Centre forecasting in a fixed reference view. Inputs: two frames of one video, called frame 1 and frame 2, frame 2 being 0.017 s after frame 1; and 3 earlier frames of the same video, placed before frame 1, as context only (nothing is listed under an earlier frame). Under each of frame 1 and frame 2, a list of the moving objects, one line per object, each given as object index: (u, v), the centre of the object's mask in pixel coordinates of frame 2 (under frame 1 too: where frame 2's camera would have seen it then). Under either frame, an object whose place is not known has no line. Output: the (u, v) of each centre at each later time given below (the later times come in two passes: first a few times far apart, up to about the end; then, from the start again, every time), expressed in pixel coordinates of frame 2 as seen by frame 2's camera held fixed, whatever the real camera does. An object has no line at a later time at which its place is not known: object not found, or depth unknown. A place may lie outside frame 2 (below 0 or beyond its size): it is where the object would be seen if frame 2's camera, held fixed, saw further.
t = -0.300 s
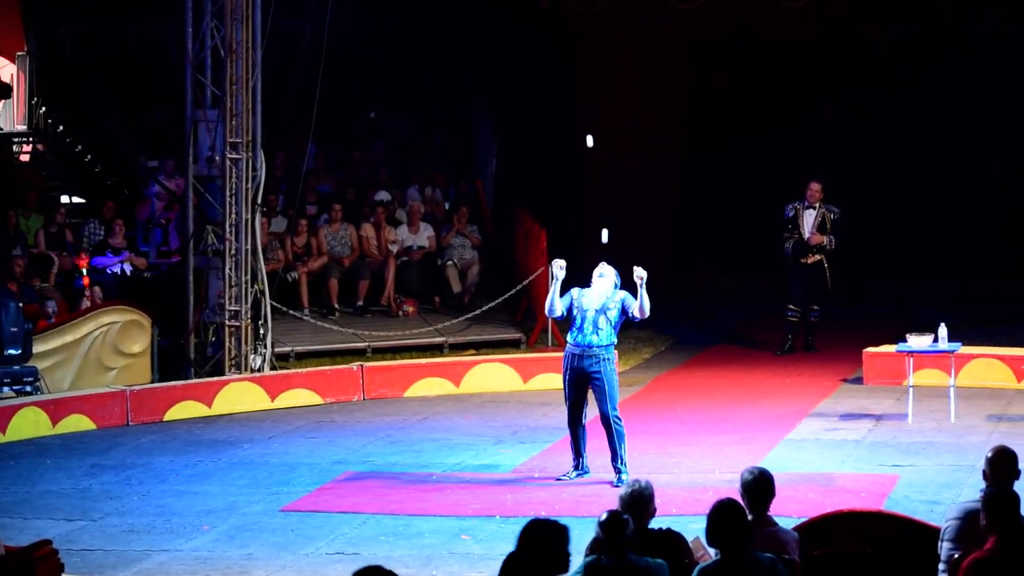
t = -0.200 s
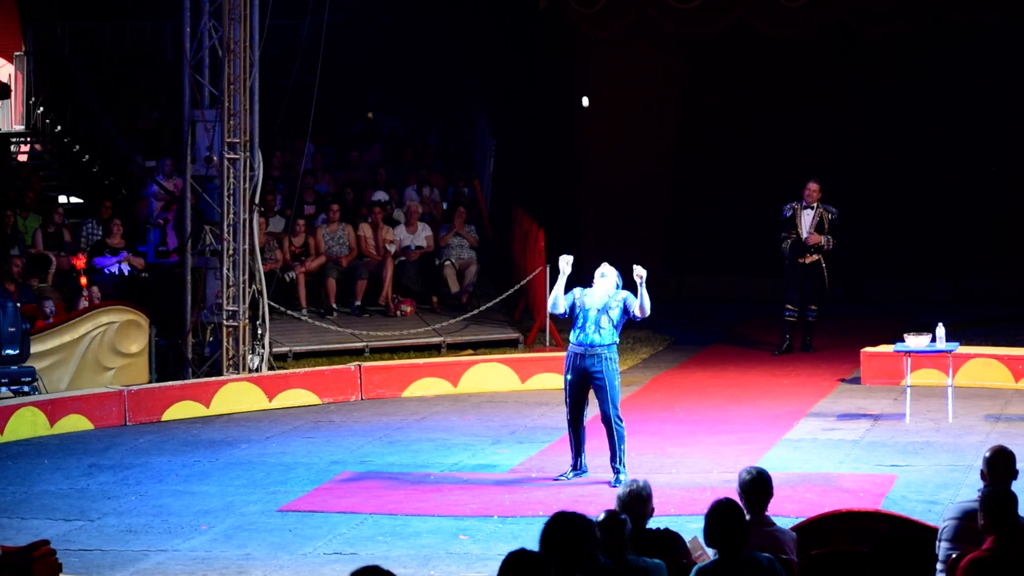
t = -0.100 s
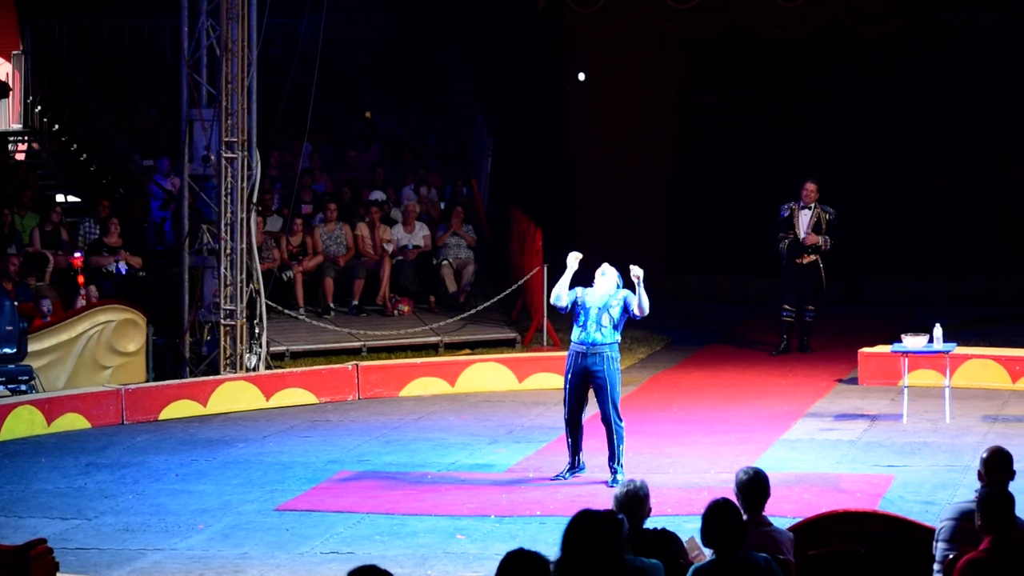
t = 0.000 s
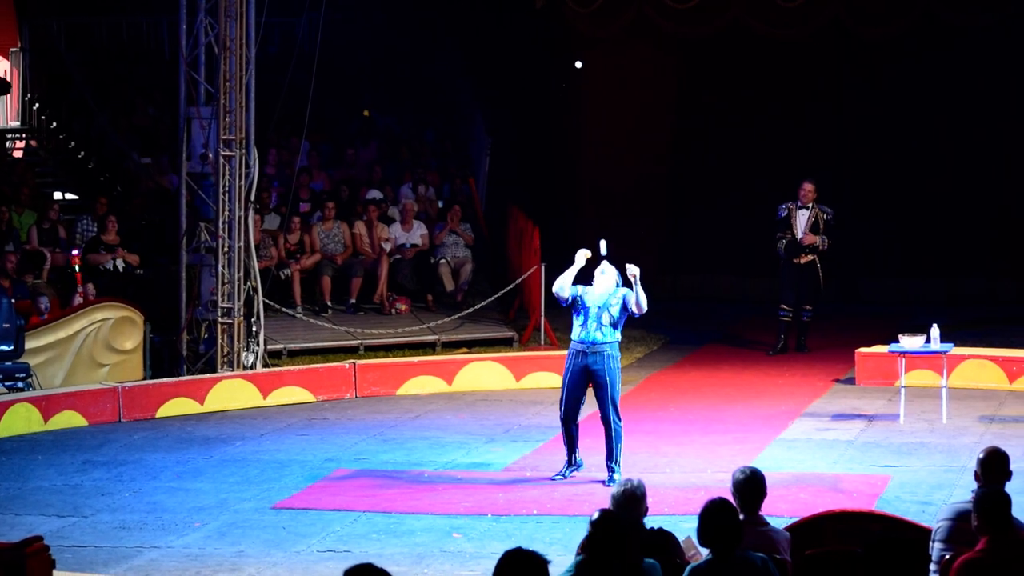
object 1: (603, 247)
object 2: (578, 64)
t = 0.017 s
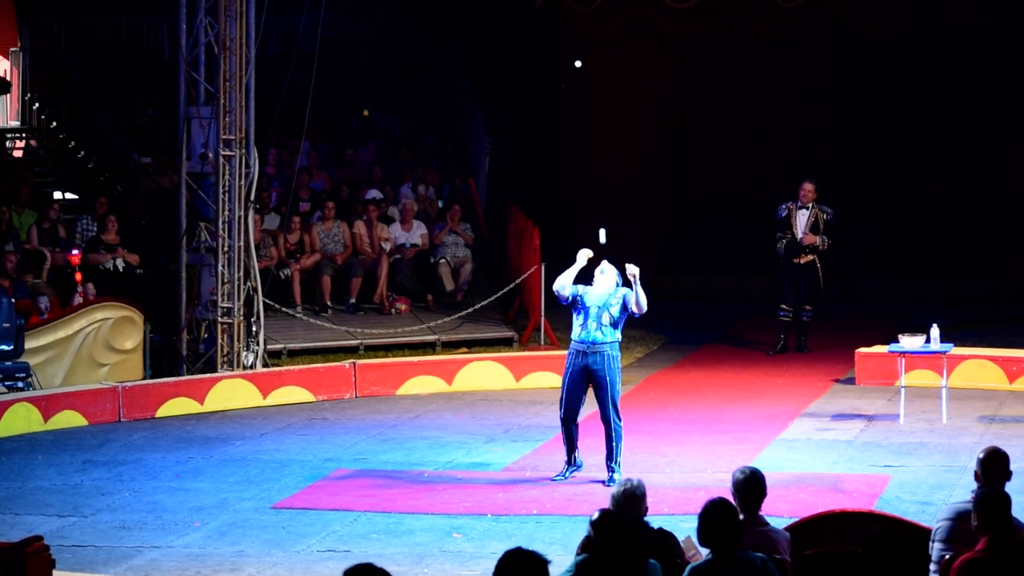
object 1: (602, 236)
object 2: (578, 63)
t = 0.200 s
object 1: (596, 141)
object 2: (576, 82)
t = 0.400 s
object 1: (591, 95)
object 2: (573, 151)
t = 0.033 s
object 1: (602, 225)
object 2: (578, 63)
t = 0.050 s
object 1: (601, 215)
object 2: (577, 63)
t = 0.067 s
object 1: (600, 205)
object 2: (577, 64)
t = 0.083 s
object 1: (600, 195)
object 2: (577, 65)
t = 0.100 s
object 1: (599, 186)
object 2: (577, 66)
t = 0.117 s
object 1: (599, 178)
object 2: (577, 68)
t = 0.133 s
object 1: (598, 170)
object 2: (577, 70)
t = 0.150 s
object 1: (598, 162)
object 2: (576, 72)
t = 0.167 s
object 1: (597, 155)
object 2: (576, 75)
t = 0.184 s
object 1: (597, 148)
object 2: (576, 78)
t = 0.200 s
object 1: (596, 141)
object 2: (576, 82)
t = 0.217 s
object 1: (596, 135)
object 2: (575, 86)
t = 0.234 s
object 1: (595, 130)
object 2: (575, 90)
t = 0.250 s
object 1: (595, 125)
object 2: (575, 94)
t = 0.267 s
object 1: (594, 120)
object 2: (575, 100)
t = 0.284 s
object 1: (594, 115)
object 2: (575, 105)
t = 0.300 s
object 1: (594, 111)
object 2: (574, 111)
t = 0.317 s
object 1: (593, 108)
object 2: (574, 116)
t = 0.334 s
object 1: (593, 104)
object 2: (574, 123)
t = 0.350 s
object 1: (592, 101)
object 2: (574, 129)
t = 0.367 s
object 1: (592, 99)
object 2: (574, 136)
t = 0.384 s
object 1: (592, 96)
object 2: (573, 144)
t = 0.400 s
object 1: (591, 95)
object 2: (573, 151)
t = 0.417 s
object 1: (591, 93)
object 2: (573, 159)
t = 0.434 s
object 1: (591, 92)
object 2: (573, 167)
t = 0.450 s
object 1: (590, 92)
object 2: (572, 176)
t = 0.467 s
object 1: (590, 91)
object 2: (572, 185)
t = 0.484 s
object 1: (590, 91)
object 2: (572, 194)
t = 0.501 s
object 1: (589, 92)
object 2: (572, 203)
